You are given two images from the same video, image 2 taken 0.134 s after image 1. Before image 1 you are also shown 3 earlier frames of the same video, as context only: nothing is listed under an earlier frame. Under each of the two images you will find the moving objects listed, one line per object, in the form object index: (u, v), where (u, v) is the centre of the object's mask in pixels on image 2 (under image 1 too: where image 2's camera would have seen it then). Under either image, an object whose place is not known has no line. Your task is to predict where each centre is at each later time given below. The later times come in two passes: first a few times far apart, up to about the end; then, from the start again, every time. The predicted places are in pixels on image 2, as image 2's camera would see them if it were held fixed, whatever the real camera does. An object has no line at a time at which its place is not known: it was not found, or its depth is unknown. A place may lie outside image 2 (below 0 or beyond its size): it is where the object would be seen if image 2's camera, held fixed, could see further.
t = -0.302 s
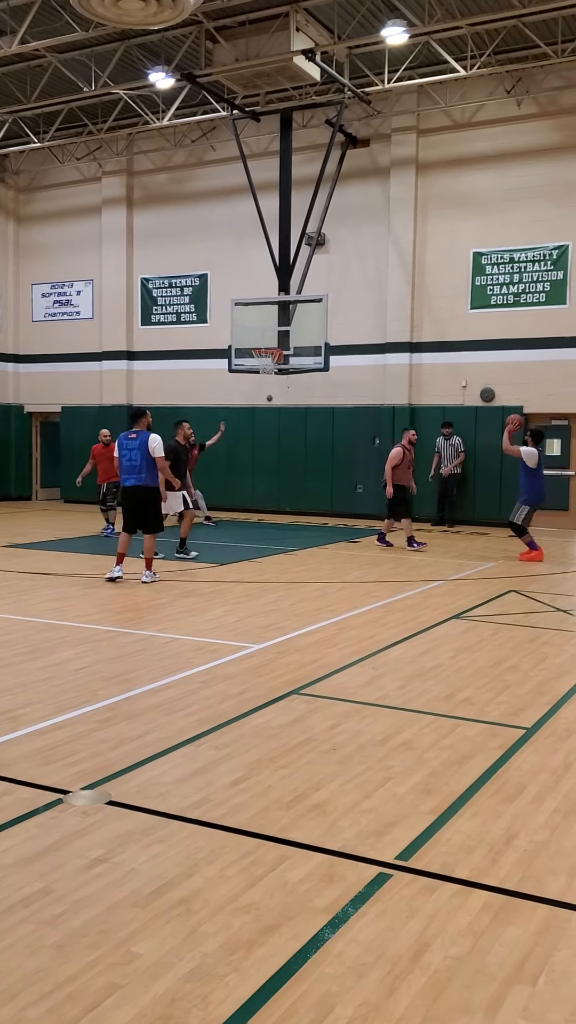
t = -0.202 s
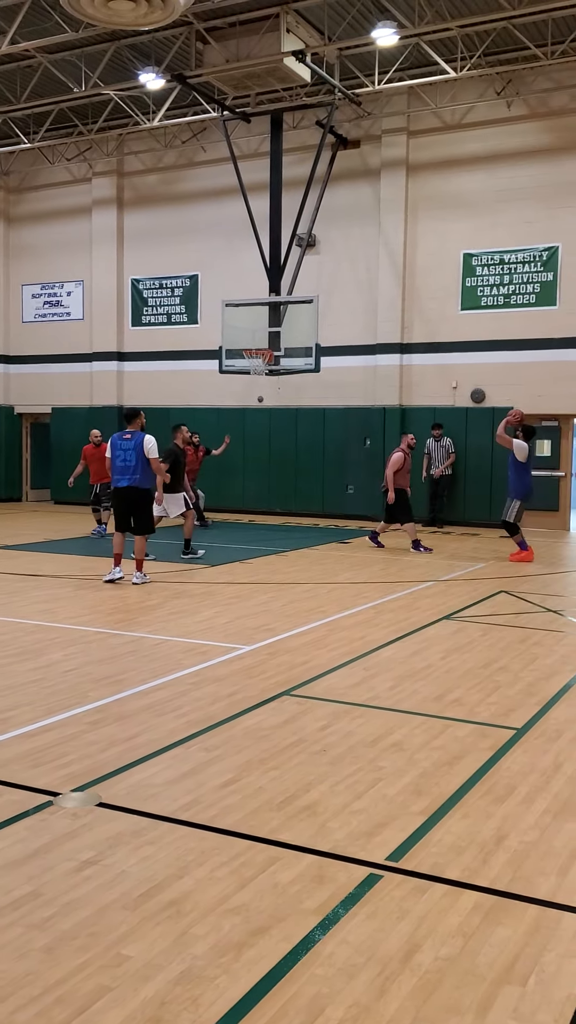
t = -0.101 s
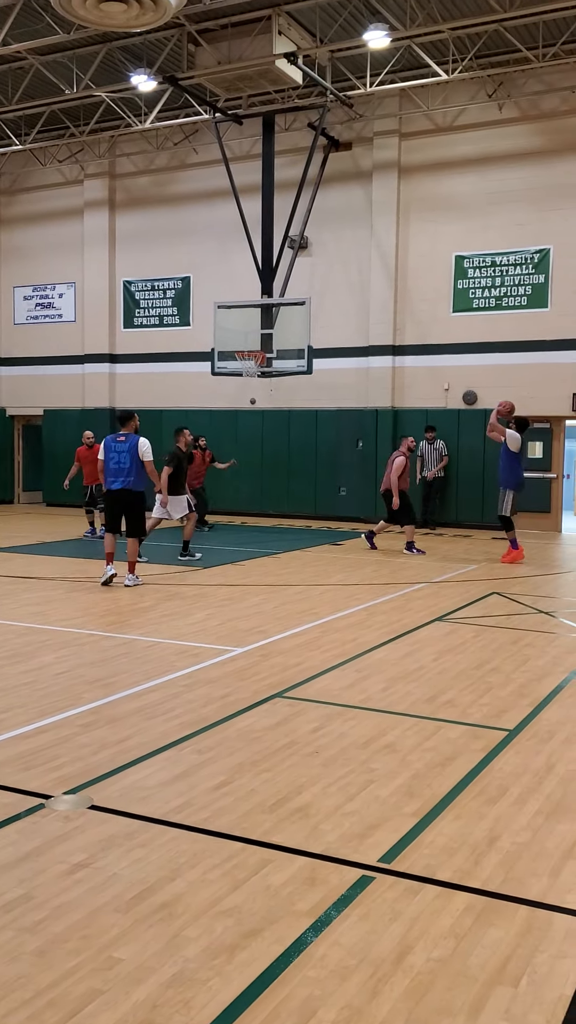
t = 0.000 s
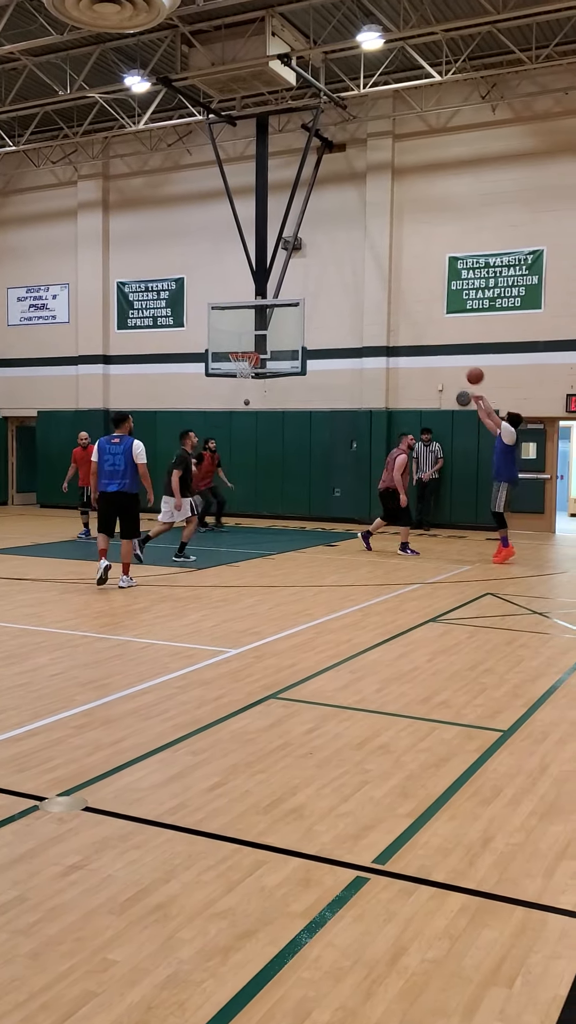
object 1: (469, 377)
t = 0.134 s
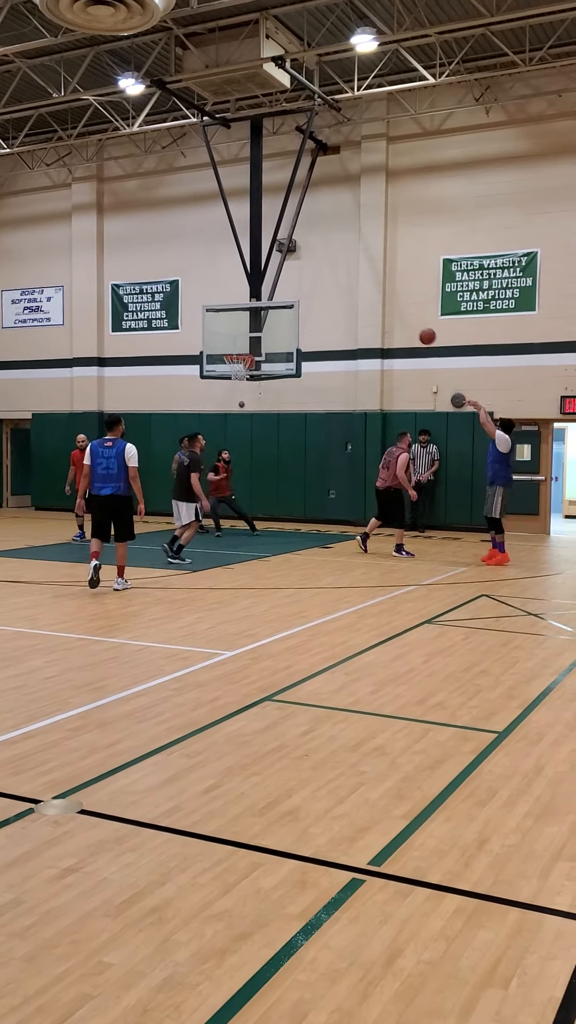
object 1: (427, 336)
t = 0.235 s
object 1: (397, 315)
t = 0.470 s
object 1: (334, 294)
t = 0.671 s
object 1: (286, 304)
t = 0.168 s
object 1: (417, 328)
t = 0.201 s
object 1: (407, 321)
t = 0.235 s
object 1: (397, 315)
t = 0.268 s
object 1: (388, 309)
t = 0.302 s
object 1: (379, 305)
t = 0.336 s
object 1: (369, 301)
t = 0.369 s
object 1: (360, 298)
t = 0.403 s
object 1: (351, 296)
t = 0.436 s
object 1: (343, 295)
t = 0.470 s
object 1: (334, 294)
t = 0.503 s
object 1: (326, 294)
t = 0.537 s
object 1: (317, 294)
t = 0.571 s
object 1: (309, 296)
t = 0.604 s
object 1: (301, 298)
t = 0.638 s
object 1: (293, 300)
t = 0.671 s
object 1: (286, 304)
